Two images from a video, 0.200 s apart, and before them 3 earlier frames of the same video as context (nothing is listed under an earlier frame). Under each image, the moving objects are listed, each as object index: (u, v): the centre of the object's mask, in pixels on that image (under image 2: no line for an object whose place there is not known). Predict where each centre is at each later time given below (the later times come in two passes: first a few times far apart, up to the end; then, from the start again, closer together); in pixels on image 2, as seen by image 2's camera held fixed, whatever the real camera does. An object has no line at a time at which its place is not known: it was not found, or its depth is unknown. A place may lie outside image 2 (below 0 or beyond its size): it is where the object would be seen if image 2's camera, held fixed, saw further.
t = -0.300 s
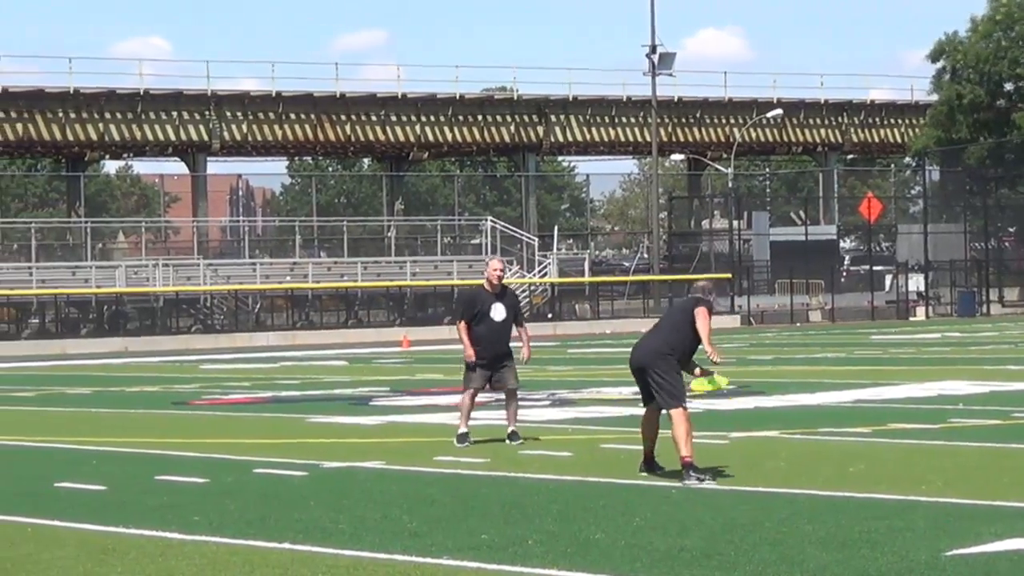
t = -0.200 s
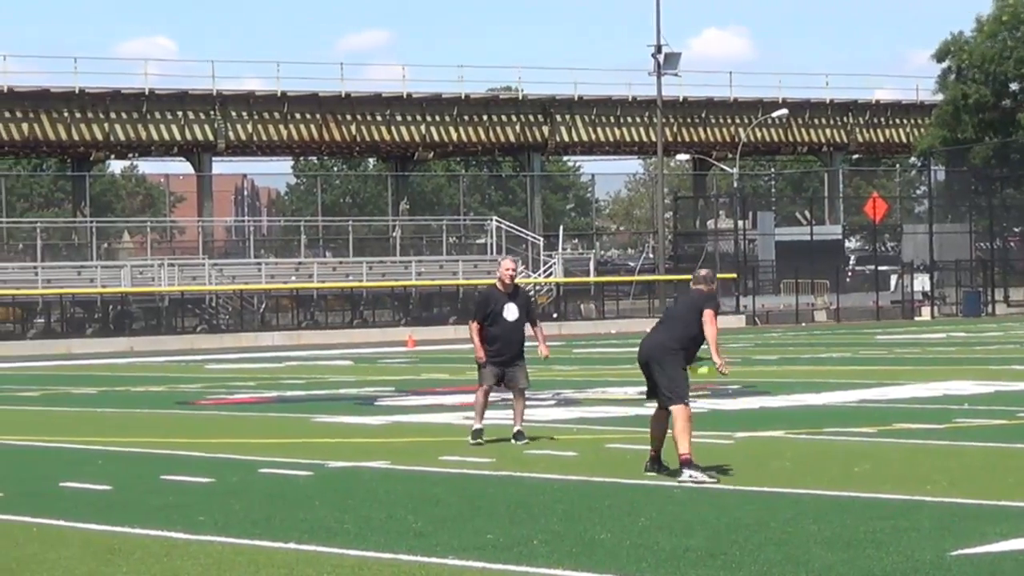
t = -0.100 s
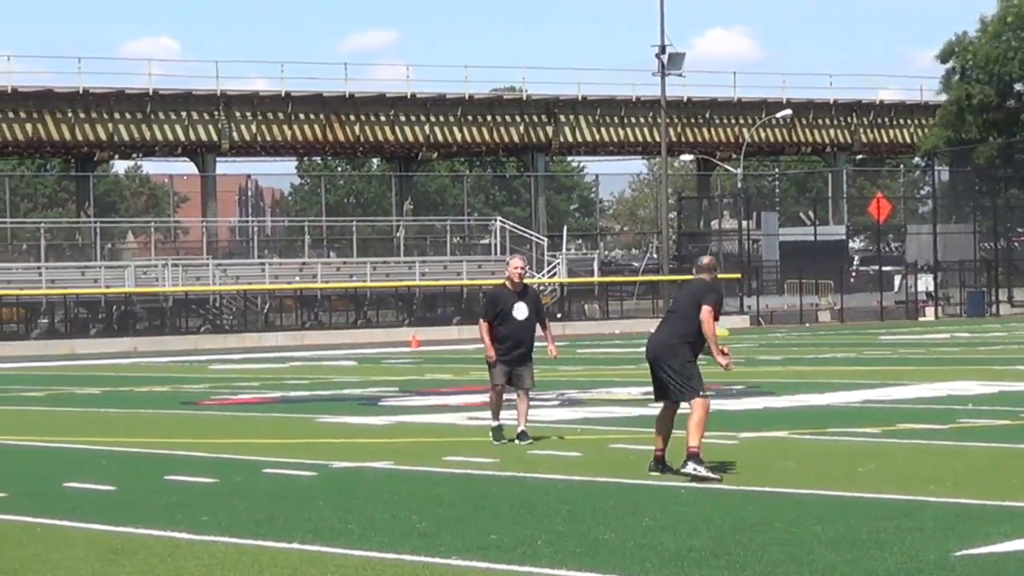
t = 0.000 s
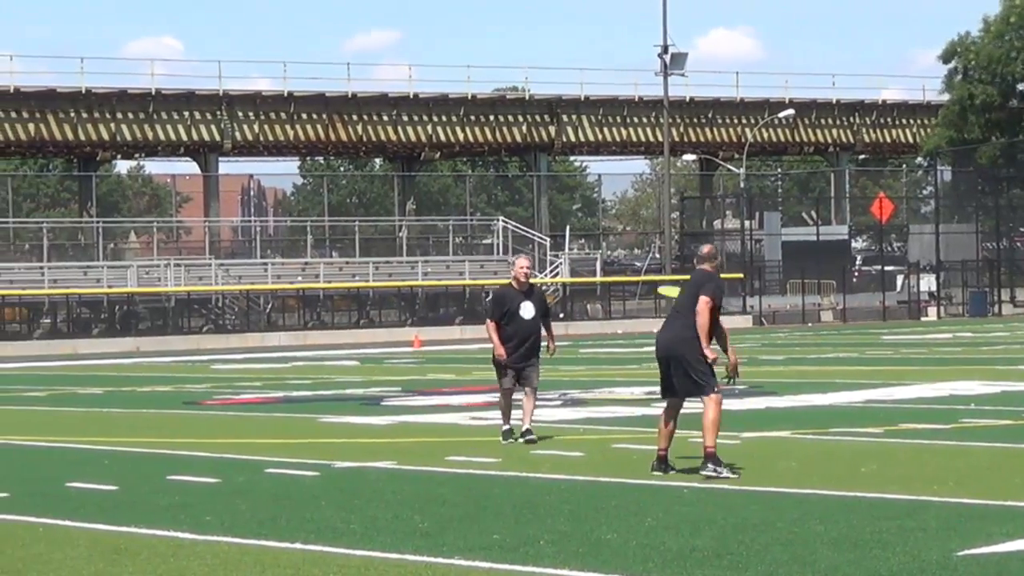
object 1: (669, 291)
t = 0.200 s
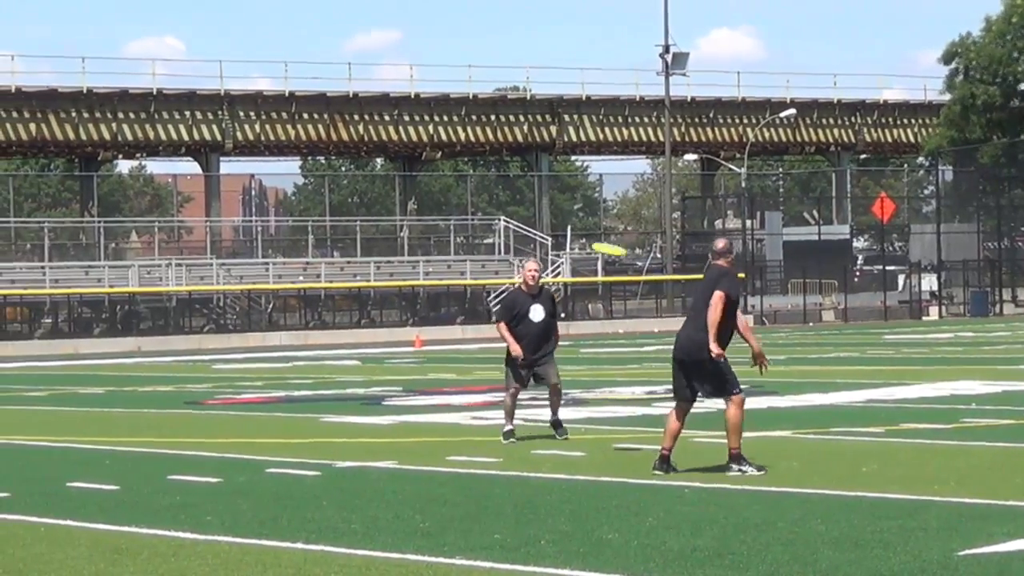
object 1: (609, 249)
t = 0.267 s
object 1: (589, 239)
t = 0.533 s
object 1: (526, 217)
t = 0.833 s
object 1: (481, 222)
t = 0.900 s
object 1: (473, 227)
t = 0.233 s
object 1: (599, 244)
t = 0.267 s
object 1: (589, 239)
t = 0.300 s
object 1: (580, 235)
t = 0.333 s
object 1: (571, 231)
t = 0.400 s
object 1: (555, 225)
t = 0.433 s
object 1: (548, 222)
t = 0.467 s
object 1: (540, 220)
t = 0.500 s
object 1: (533, 218)
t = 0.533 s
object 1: (526, 217)
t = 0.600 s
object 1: (515, 215)
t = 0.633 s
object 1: (509, 215)
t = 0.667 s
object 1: (504, 215)
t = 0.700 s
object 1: (498, 216)
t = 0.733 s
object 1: (494, 217)
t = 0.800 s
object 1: (485, 220)
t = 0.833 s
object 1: (481, 222)
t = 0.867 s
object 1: (477, 225)
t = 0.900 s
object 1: (473, 227)
